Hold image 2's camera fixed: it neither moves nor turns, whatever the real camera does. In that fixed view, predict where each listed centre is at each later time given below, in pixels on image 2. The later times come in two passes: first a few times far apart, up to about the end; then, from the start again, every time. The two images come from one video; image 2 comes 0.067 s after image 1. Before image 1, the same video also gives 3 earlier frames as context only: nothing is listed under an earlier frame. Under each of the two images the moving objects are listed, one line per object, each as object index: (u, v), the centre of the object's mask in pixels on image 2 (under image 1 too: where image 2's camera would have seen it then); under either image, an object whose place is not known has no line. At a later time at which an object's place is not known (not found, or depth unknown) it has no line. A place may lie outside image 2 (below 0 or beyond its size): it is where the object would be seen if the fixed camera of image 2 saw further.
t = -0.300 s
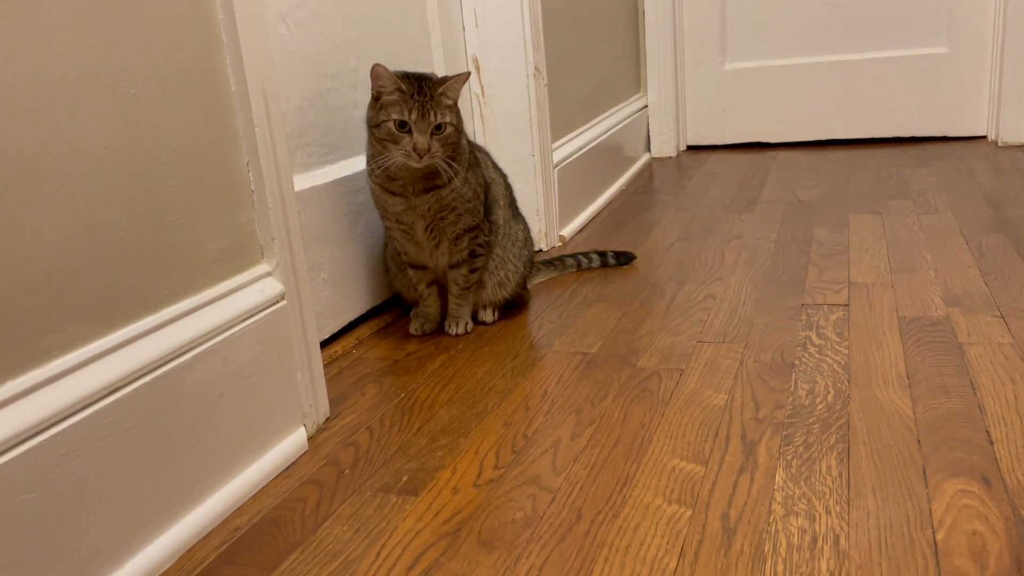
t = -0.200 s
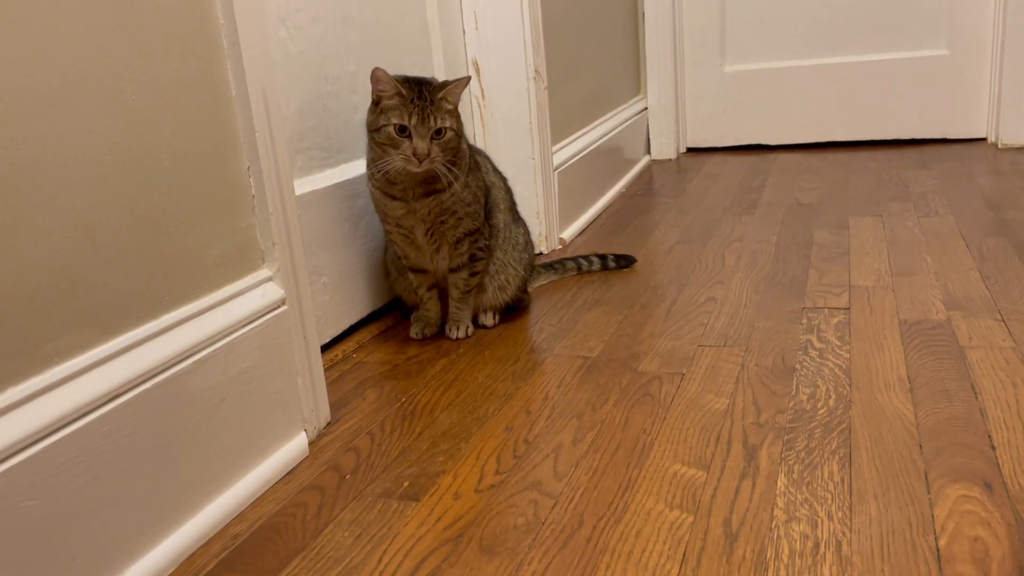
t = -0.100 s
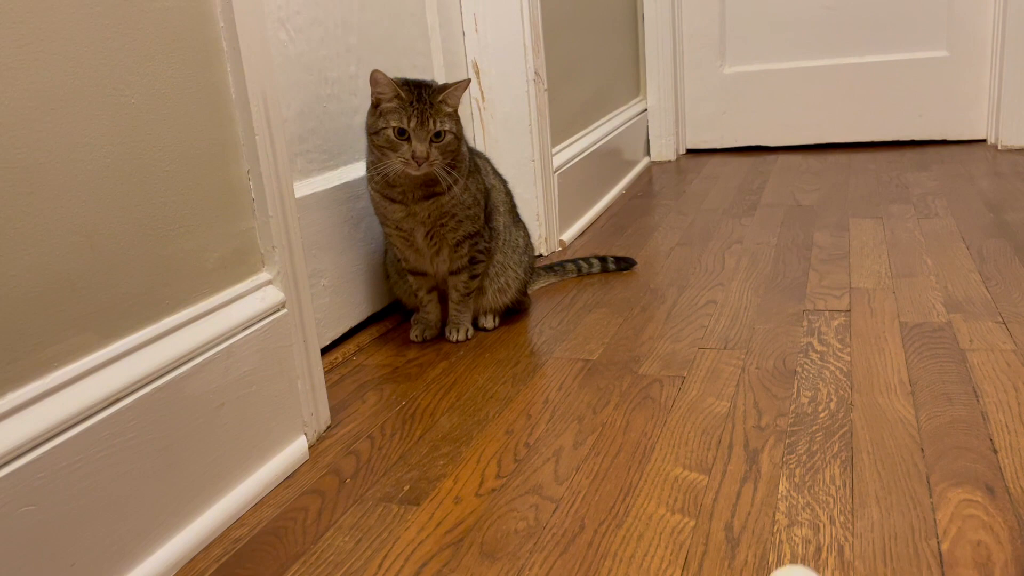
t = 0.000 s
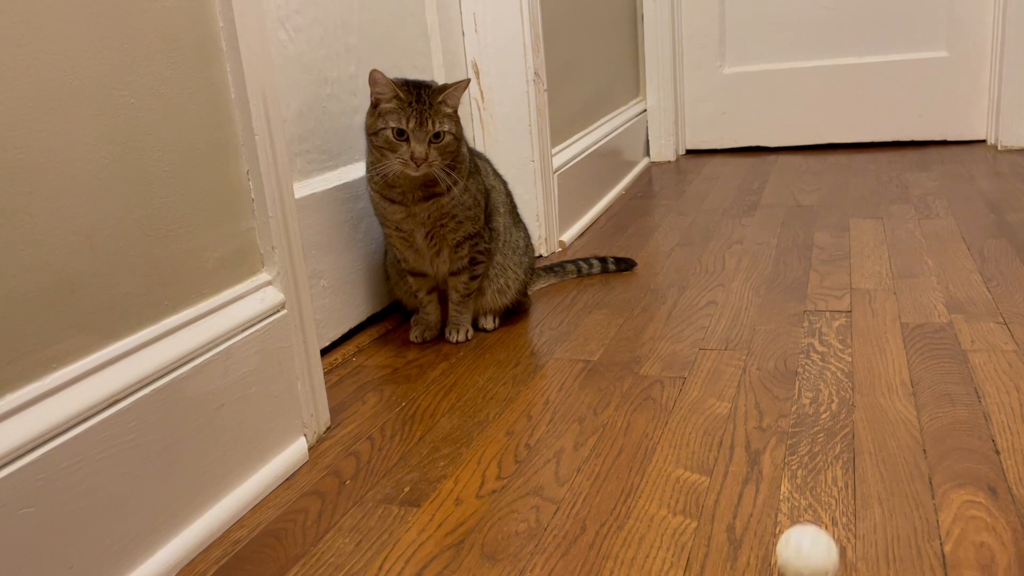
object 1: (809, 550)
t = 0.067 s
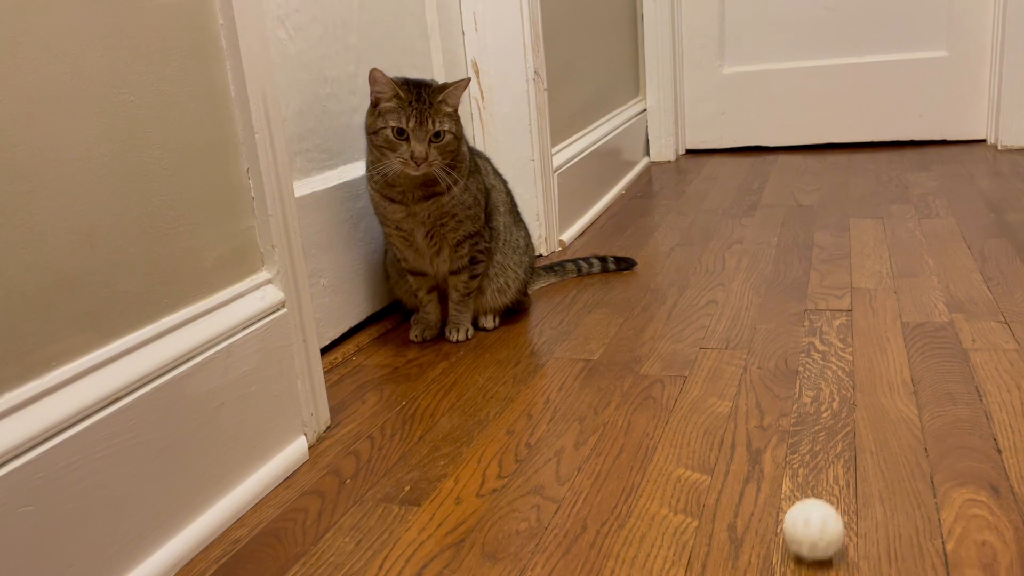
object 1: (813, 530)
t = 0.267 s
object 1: (827, 465)
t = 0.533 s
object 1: (839, 402)
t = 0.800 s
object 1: (851, 355)
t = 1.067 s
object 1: (864, 317)
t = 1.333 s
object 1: (874, 285)
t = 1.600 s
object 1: (883, 260)
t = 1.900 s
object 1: (895, 237)
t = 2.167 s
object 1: (905, 220)
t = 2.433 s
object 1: (918, 206)
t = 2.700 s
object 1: (929, 196)
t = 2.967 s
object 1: (939, 188)
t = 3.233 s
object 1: (947, 180)
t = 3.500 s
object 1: (950, 175)
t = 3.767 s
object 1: (955, 169)
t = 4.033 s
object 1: (955, 166)
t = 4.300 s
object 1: (958, 162)
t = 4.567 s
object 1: (958, 159)
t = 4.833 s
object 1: (957, 156)
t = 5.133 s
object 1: (959, 154)
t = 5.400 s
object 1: (957, 152)
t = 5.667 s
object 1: (952, 152)
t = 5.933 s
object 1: (953, 151)
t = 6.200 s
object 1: (951, 150)
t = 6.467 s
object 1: (945, 150)
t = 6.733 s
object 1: (944, 149)
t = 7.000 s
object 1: (949, 149)
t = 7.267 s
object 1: (948, 148)
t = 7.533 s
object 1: (947, 149)
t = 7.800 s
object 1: (946, 149)
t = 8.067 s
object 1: (944, 150)
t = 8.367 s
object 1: (945, 149)
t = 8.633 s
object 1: (947, 149)
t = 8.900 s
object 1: (946, 149)
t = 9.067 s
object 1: (944, 149)
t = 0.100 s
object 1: (816, 518)
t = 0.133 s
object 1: (819, 507)
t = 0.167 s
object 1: (822, 495)
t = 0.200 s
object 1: (824, 485)
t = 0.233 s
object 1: (826, 475)
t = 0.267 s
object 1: (827, 465)
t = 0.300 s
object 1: (828, 456)
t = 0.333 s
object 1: (830, 448)
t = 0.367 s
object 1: (832, 440)
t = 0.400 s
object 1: (834, 431)
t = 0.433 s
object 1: (837, 423)
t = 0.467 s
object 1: (838, 416)
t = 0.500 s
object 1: (838, 408)
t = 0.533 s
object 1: (839, 402)
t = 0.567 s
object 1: (841, 395)
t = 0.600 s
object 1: (842, 389)
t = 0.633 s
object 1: (845, 383)
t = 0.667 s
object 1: (847, 377)
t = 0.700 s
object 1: (848, 371)
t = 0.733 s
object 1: (849, 366)
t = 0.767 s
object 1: (850, 360)
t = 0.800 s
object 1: (851, 355)
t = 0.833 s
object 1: (853, 350)
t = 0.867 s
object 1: (855, 344)
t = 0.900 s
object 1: (857, 339)
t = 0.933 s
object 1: (859, 335)
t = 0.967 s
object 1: (860, 330)
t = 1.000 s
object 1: (861, 325)
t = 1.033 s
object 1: (863, 321)
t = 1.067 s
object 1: (864, 317)
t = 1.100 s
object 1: (866, 312)
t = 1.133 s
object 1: (867, 308)
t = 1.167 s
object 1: (868, 304)
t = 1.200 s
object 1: (868, 299)
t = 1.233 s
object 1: (869, 296)
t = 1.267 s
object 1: (871, 292)
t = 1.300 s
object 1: (872, 289)
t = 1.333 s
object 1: (874, 285)
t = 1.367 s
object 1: (875, 282)
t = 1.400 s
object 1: (877, 279)
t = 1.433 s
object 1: (877, 276)
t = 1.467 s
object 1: (878, 272)
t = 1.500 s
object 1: (879, 269)
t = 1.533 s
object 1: (880, 266)
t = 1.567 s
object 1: (882, 263)
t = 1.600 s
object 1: (883, 260)
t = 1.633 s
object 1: (884, 258)
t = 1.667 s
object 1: (885, 254)
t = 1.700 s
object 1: (886, 252)
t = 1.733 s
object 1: (888, 249)
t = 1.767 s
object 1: (889, 246)
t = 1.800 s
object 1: (891, 244)
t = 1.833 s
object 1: (892, 241)
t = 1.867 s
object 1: (894, 239)
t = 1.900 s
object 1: (895, 237)
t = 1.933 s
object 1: (896, 234)
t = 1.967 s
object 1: (897, 232)
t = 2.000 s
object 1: (898, 230)
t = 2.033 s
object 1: (899, 228)
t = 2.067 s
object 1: (900, 226)
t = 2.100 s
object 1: (902, 224)
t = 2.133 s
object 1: (904, 222)
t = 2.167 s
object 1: (905, 220)
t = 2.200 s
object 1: (906, 218)
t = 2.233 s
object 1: (907, 216)
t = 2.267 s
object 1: (909, 215)
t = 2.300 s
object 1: (911, 213)
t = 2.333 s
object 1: (912, 211)
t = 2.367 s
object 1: (914, 210)
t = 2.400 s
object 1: (916, 208)
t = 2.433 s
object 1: (918, 206)
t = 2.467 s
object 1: (920, 205)
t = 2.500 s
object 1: (921, 204)
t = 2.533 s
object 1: (922, 202)
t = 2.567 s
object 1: (924, 201)
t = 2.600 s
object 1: (925, 200)
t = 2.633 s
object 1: (926, 198)
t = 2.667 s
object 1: (928, 197)
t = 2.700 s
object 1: (929, 196)
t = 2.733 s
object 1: (931, 195)
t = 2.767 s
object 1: (933, 194)
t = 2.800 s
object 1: (934, 193)
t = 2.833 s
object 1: (935, 191)
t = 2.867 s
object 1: (936, 190)
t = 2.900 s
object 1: (937, 189)
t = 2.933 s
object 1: (938, 189)
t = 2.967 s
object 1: (939, 188)
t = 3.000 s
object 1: (939, 187)
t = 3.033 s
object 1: (940, 186)
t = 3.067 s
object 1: (941, 185)
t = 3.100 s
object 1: (942, 184)
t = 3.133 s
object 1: (943, 183)
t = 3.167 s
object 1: (945, 182)
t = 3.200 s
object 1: (946, 181)
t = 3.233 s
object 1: (947, 180)
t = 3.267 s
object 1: (948, 180)
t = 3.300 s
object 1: (948, 179)
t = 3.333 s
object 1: (948, 178)
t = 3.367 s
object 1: (948, 177)
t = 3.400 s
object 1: (949, 177)
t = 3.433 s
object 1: (949, 176)
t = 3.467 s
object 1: (950, 175)
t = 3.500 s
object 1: (950, 175)
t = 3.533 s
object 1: (951, 174)
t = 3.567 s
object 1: (951, 174)
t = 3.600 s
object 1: (952, 173)
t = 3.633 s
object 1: (953, 172)
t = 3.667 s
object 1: (953, 171)
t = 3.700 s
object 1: (954, 171)
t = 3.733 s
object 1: (955, 170)
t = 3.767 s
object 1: (955, 169)
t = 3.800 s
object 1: (955, 169)
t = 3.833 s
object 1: (955, 168)
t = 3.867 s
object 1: (955, 168)
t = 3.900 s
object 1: (955, 167)
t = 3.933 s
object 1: (955, 167)
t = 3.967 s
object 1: (955, 166)
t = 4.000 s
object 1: (955, 166)
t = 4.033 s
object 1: (955, 166)
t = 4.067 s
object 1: (955, 165)
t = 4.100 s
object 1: (955, 165)
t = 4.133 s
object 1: (956, 164)
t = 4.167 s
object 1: (956, 164)
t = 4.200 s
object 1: (956, 164)
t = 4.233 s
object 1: (957, 163)
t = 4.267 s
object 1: (957, 162)
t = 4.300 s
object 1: (958, 162)
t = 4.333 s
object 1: (958, 162)
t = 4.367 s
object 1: (958, 161)
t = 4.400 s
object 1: (958, 161)
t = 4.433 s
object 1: (959, 161)
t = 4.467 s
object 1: (958, 160)
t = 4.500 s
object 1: (958, 160)
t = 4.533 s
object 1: (958, 159)
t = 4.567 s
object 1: (958, 159)
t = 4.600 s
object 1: (957, 158)
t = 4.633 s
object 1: (957, 158)
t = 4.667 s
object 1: (957, 158)
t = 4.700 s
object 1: (957, 157)
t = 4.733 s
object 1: (956, 157)
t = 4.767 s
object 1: (956, 156)
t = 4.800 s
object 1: (957, 156)
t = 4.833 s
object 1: (957, 156)
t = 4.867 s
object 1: (957, 156)
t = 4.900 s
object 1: (957, 156)
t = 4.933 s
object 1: (957, 155)
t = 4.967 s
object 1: (958, 155)
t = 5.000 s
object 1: (958, 155)
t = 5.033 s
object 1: (958, 154)
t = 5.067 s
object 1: (958, 154)
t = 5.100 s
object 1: (958, 154)
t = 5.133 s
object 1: (959, 154)
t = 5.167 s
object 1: (959, 154)
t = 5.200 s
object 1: (959, 153)
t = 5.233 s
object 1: (959, 153)
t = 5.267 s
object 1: (958, 153)
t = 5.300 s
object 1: (958, 153)
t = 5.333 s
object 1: (958, 153)
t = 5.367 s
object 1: (957, 152)
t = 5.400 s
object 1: (957, 152)
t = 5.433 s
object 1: (956, 152)
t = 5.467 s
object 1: (955, 153)
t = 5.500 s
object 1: (954, 153)
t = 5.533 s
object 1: (953, 152)
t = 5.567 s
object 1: (953, 152)
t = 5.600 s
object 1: (952, 152)
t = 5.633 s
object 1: (952, 152)
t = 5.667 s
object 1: (952, 152)
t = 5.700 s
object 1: (952, 152)
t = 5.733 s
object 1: (952, 151)
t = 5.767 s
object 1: (952, 151)
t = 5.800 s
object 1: (952, 151)
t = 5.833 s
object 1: (952, 151)
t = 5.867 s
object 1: (952, 151)
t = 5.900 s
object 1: (953, 151)
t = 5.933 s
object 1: (953, 151)
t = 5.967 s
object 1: (953, 151)
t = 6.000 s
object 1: (953, 150)
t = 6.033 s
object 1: (953, 150)
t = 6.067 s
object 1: (953, 150)
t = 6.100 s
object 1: (953, 150)
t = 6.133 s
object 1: (953, 150)
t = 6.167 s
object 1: (952, 150)
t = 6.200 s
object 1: (951, 150)
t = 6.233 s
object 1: (951, 150)
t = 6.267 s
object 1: (950, 150)
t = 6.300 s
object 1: (949, 150)
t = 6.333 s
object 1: (948, 150)
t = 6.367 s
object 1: (947, 150)
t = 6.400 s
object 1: (946, 150)
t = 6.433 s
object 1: (946, 150)
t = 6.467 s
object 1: (945, 150)
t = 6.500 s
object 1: (944, 150)
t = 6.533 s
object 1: (944, 150)
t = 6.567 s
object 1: (943, 150)
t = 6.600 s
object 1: (943, 149)
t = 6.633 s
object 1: (943, 149)
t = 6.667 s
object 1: (943, 149)
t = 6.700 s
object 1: (943, 149)
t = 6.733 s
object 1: (944, 149)
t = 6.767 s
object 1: (944, 149)
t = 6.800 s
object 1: (944, 149)
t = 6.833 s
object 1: (945, 149)
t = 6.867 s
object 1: (946, 149)
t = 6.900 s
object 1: (946, 149)
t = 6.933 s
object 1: (947, 149)
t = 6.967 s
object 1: (948, 149)
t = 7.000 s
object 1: (949, 149)
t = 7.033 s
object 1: (949, 148)
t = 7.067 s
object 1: (949, 148)
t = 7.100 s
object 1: (949, 148)
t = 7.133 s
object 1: (949, 148)
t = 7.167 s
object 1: (949, 148)
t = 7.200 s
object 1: (949, 148)
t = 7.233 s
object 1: (948, 148)
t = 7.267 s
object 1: (948, 148)
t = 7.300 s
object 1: (948, 148)
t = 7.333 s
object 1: (948, 149)
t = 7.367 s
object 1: (948, 149)
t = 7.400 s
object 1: (948, 149)
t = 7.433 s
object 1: (947, 149)
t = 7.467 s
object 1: (947, 149)
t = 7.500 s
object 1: (947, 149)
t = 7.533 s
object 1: (947, 149)
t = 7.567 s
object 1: (947, 149)
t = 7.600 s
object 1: (947, 150)
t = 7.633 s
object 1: (947, 149)
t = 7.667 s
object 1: (947, 149)
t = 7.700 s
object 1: (947, 149)
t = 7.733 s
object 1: (946, 149)
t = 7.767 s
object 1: (946, 149)
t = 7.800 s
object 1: (946, 149)
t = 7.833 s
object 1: (945, 149)
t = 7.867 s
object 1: (945, 149)
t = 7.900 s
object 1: (945, 149)
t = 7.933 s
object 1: (944, 150)
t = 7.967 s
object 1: (944, 150)
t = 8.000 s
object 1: (944, 150)
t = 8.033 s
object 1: (944, 150)
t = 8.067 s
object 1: (944, 150)
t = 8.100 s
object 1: (944, 150)
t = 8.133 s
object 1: (945, 150)
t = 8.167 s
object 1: (945, 149)
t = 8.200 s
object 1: (945, 149)
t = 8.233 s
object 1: (945, 149)
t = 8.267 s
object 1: (946, 149)
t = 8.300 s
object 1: (946, 149)
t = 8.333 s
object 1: (945, 149)
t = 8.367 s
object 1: (945, 149)
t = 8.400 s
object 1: (945, 149)
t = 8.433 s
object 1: (946, 149)
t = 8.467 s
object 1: (946, 149)
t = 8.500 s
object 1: (946, 149)
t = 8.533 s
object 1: (946, 149)
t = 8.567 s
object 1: (947, 149)
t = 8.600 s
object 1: (947, 149)
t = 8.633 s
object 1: (947, 149)
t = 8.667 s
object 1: (948, 149)
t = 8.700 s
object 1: (948, 149)
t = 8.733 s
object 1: (948, 149)
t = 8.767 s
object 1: (948, 149)
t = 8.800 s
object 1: (947, 149)
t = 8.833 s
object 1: (947, 149)
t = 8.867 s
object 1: (946, 149)
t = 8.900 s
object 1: (946, 149)
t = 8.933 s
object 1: (946, 149)
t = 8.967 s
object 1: (945, 149)
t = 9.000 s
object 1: (945, 149)
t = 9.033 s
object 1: (945, 149)
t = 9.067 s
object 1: (944, 149)
